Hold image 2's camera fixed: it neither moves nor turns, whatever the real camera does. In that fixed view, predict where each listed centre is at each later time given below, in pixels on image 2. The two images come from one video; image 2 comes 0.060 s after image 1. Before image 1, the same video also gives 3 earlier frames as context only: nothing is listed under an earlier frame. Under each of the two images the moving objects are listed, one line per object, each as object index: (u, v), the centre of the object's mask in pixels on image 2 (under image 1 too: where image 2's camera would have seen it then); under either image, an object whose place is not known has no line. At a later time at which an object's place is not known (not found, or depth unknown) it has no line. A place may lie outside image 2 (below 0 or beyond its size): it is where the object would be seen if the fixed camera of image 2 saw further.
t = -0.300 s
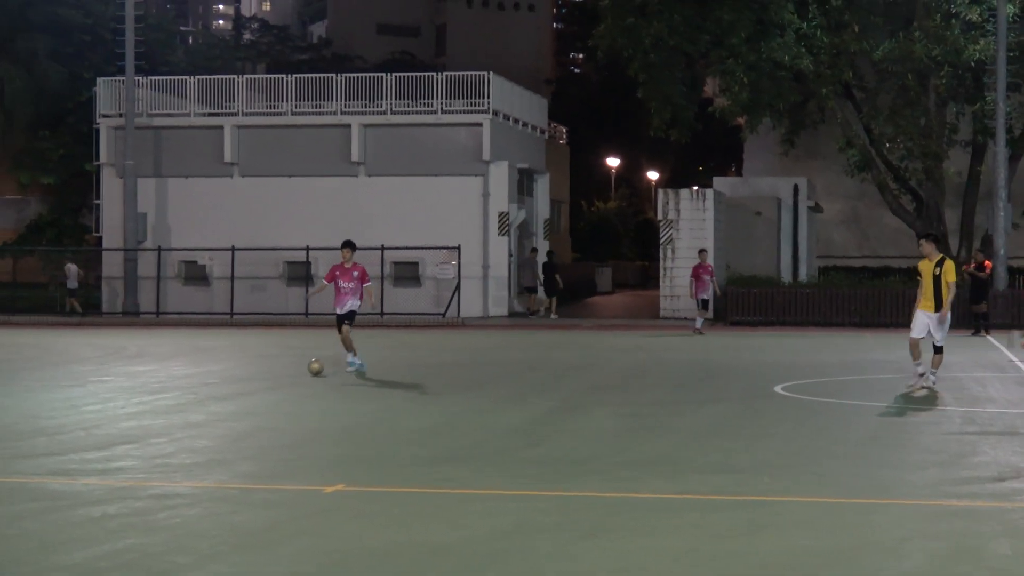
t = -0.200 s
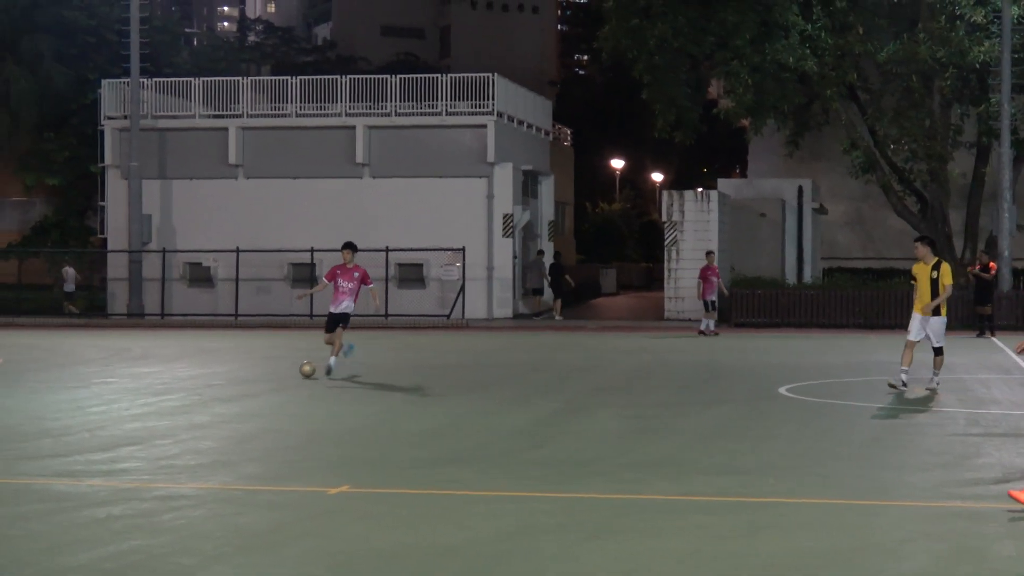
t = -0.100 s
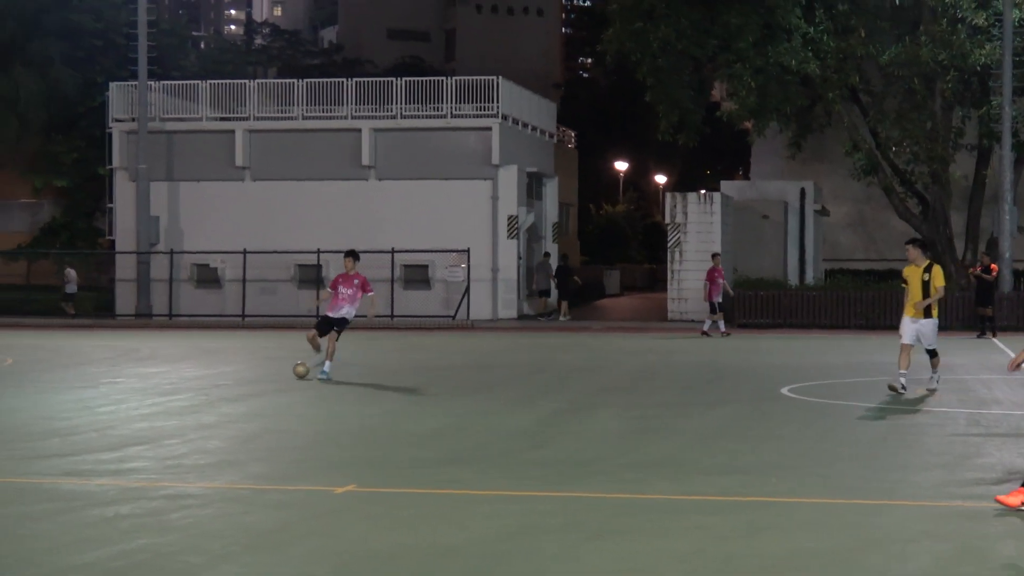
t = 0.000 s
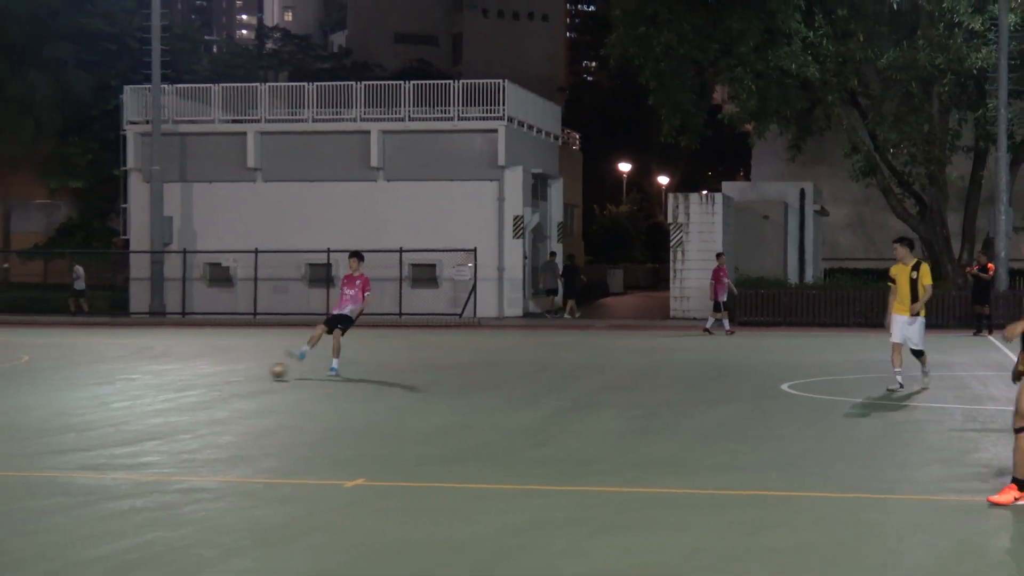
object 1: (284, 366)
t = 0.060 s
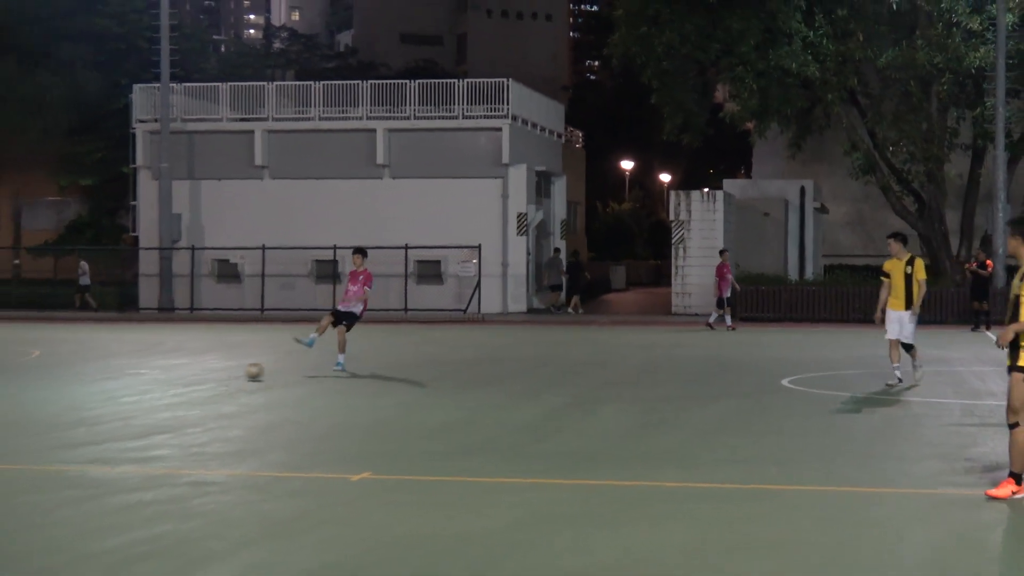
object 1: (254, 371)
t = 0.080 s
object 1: (244, 373)
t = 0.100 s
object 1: (234, 373)
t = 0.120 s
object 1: (224, 375)
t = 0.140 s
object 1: (213, 375)
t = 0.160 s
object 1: (203, 377)
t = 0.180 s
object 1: (192, 379)
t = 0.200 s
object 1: (182, 380)
